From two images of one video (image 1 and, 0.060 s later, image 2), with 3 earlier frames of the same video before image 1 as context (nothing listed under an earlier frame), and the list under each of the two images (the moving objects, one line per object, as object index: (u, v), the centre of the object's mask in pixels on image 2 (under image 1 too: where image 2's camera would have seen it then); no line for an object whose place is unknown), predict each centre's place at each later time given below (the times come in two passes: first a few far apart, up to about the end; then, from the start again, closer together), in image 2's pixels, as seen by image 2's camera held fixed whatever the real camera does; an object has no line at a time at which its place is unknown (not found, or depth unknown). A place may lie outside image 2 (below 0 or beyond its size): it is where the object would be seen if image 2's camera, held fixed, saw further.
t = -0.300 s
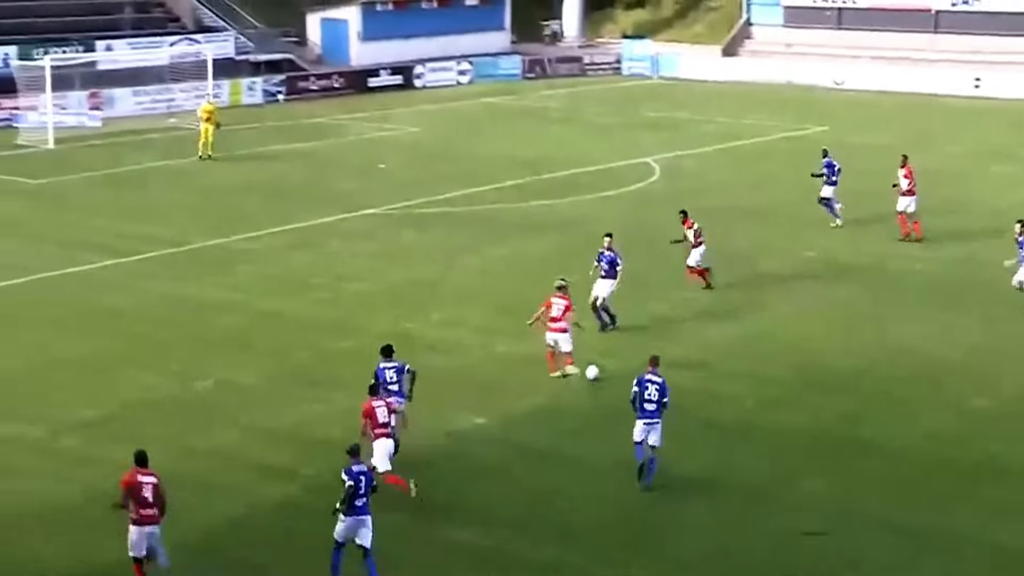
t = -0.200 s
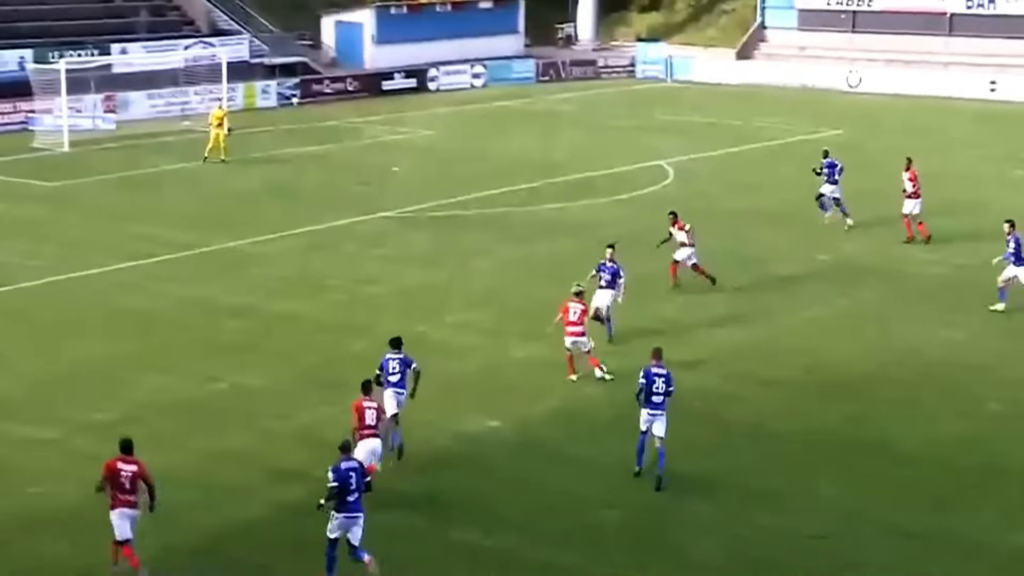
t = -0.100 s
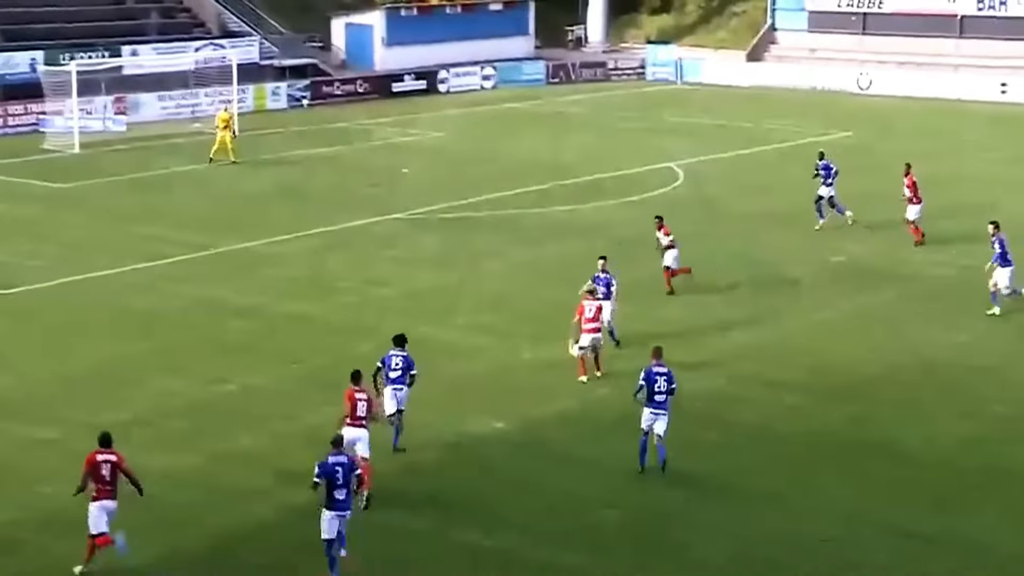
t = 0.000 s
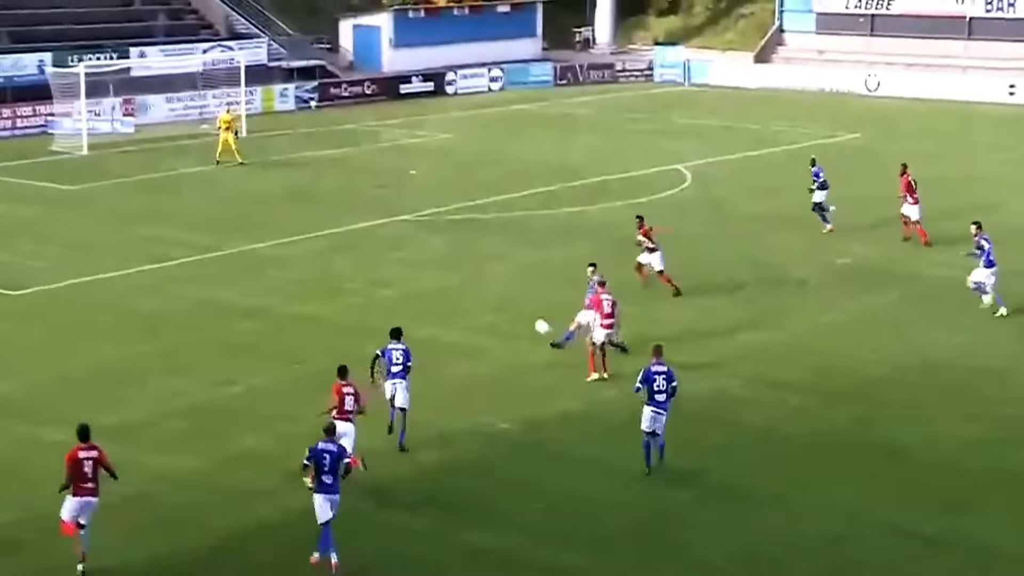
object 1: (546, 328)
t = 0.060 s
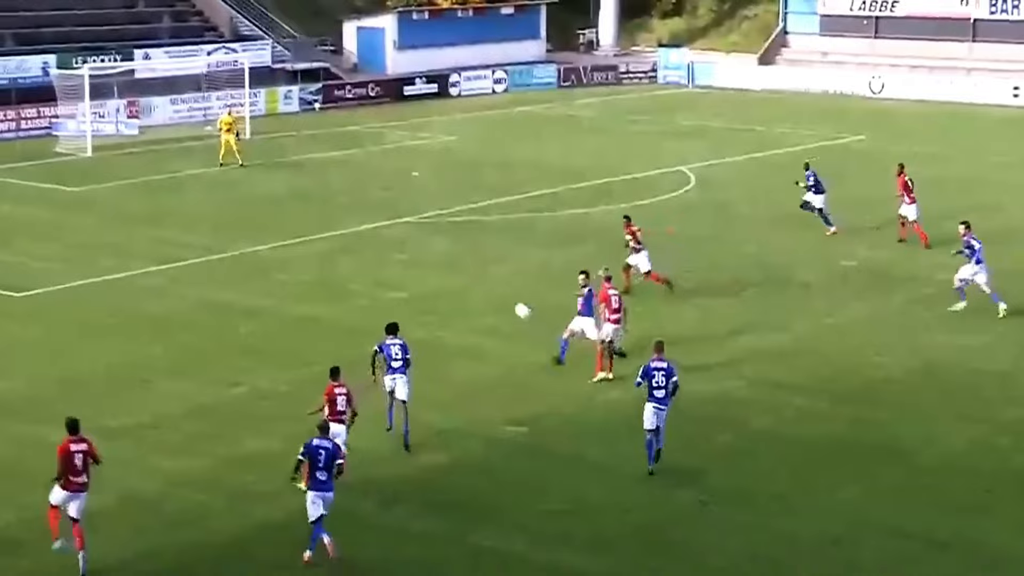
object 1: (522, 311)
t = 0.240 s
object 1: (454, 273)
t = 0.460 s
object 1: (374, 254)
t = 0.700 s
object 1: (295, 264)
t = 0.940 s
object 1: (228, 266)
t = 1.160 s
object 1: (180, 246)
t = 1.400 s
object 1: (132, 253)
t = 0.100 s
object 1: (507, 301)
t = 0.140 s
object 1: (492, 291)
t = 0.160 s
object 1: (484, 287)
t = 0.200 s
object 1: (470, 279)
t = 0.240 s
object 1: (454, 273)
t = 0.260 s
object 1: (447, 270)
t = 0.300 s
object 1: (431, 265)
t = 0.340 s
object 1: (417, 261)
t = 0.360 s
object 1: (410, 259)
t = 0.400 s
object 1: (397, 257)
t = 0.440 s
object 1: (382, 255)
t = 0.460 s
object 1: (374, 254)
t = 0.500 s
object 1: (361, 253)
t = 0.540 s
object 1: (348, 254)
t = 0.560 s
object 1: (341, 255)
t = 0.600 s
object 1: (328, 257)
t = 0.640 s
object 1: (314, 259)
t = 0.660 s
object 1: (308, 261)
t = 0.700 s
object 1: (295, 264)
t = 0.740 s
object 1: (281, 269)
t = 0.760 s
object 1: (275, 271)
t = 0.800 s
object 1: (263, 277)
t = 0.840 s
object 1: (251, 282)
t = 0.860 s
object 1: (246, 280)
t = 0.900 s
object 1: (237, 273)
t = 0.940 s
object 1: (228, 266)
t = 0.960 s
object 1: (223, 263)
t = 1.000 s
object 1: (214, 258)
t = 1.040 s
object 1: (206, 254)
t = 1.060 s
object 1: (201, 253)
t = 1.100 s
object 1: (192, 249)
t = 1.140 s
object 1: (184, 247)
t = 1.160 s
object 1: (180, 246)
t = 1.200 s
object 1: (172, 245)
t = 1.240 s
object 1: (163, 246)
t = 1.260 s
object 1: (159, 246)
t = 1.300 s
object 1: (151, 247)
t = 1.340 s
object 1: (143, 249)
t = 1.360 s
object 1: (139, 250)
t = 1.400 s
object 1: (132, 253)
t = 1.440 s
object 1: (125, 257)
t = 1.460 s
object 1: (122, 255)
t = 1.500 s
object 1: (117, 250)
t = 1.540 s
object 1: (113, 247)
